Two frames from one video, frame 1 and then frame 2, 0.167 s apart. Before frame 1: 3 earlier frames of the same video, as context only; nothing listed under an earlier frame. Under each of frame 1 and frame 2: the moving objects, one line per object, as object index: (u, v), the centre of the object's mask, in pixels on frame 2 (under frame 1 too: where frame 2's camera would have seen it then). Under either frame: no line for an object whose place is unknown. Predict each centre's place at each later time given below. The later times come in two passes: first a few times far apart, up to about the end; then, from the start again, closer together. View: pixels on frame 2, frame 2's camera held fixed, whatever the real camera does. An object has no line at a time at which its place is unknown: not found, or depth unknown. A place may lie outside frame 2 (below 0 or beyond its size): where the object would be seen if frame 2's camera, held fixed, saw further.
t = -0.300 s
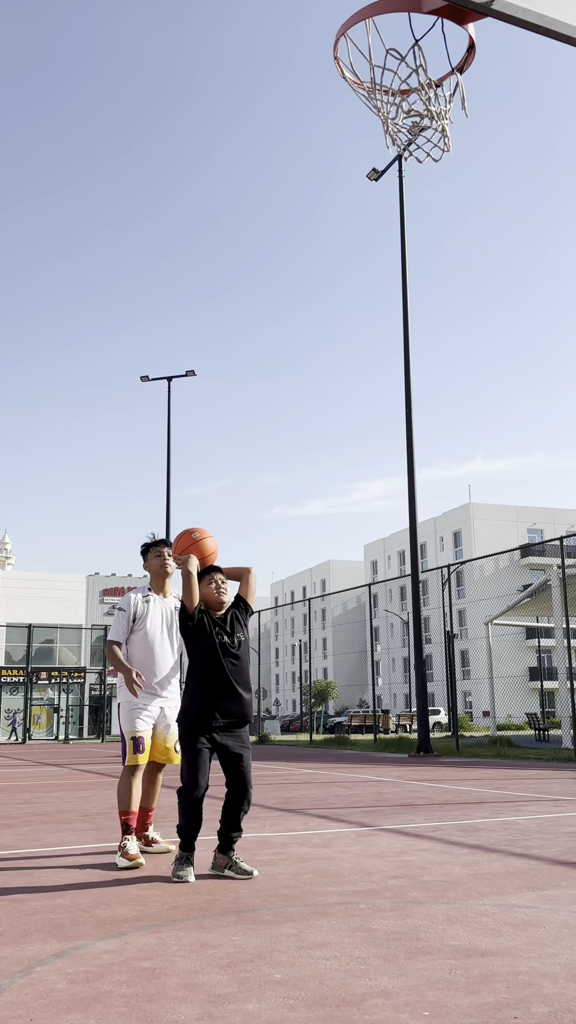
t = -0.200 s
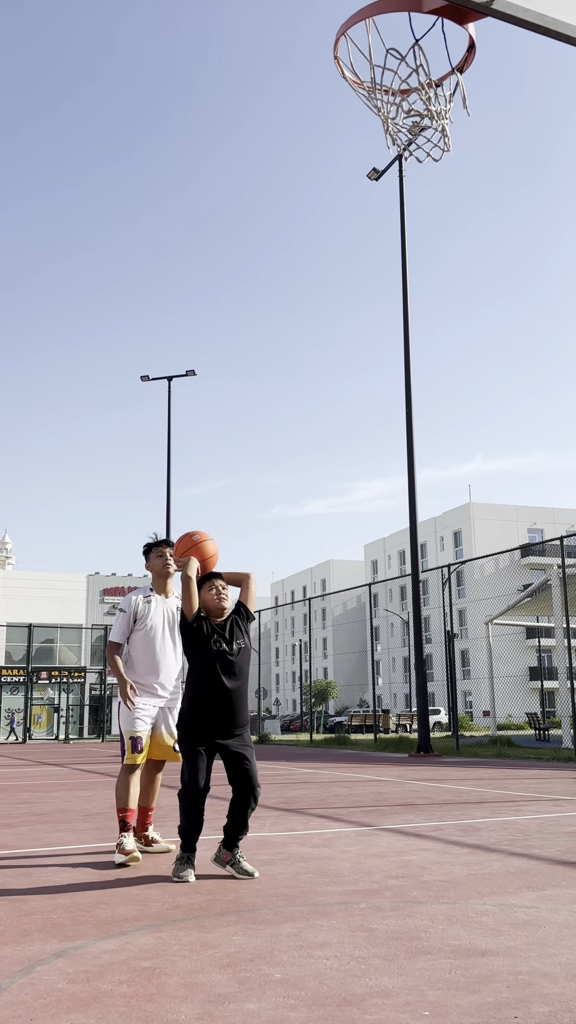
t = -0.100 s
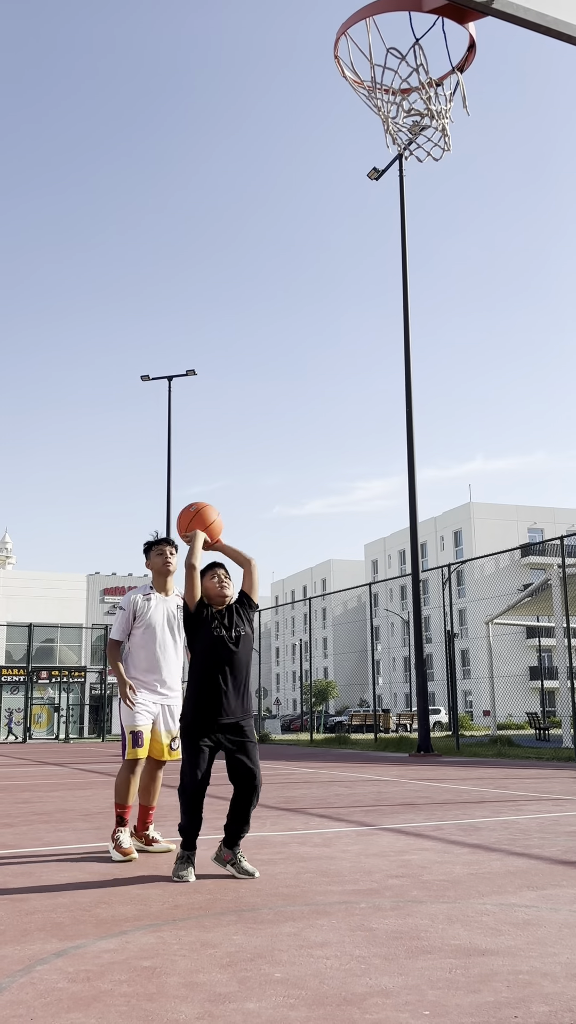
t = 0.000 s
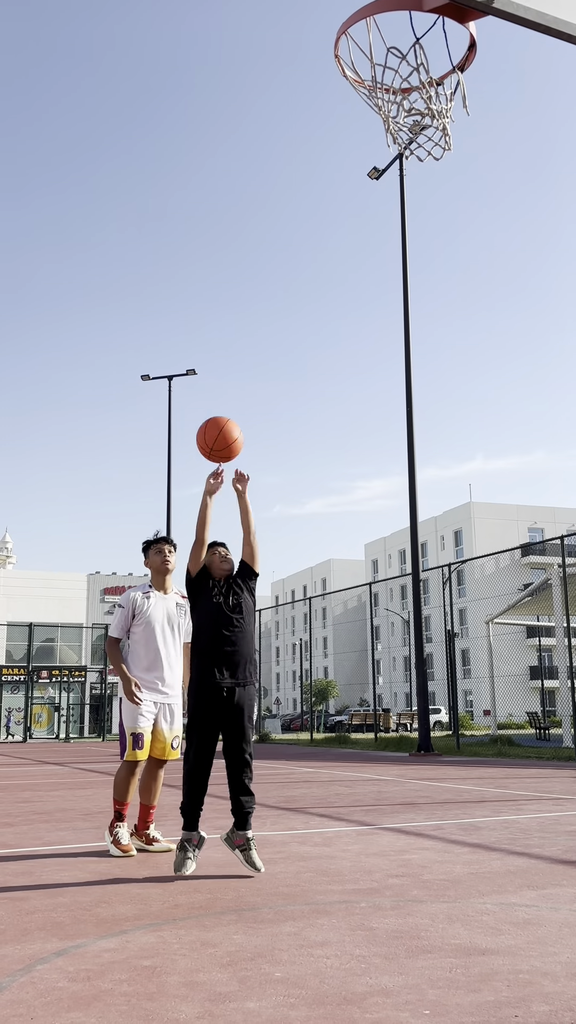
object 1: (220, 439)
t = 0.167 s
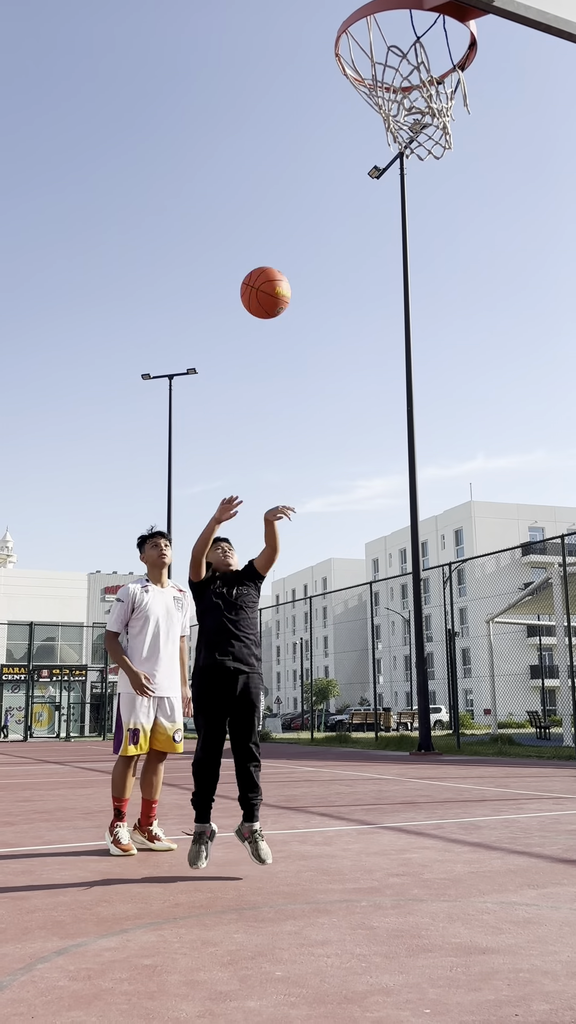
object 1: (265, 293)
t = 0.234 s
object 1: (286, 244)
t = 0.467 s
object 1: (364, 127)
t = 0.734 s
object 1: (435, 259)
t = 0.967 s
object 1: (477, 490)
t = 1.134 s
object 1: (510, 694)
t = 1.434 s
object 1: (515, 655)
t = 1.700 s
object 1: (505, 540)
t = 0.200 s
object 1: (276, 268)
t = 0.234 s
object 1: (286, 244)
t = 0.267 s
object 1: (296, 221)
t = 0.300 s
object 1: (308, 200)
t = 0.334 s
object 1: (319, 181)
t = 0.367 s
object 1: (332, 164)
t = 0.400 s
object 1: (344, 147)
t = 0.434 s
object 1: (357, 134)
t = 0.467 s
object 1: (364, 127)
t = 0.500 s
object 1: (370, 122)
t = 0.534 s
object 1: (378, 129)
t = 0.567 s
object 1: (397, 149)
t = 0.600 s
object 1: (409, 164)
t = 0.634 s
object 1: (417, 181)
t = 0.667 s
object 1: (423, 205)
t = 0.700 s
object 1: (429, 231)
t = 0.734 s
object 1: (435, 259)
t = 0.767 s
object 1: (442, 288)
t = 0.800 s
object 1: (447, 318)
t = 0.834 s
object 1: (454, 350)
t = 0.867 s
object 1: (460, 383)
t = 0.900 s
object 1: (466, 417)
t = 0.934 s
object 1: (471, 453)
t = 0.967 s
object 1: (477, 490)
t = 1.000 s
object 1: (484, 527)
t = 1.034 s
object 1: (490, 567)
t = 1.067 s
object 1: (497, 608)
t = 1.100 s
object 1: (503, 650)
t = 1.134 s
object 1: (510, 694)
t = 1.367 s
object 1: (519, 709)
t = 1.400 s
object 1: (517, 680)
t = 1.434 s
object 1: (515, 655)
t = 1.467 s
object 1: (513, 632)
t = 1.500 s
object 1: (511, 612)
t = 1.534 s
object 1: (510, 595)
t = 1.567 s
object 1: (509, 580)
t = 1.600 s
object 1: (507, 567)
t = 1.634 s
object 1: (507, 556)
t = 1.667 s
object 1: (506, 547)
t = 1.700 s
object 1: (505, 540)
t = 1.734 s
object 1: (505, 535)
